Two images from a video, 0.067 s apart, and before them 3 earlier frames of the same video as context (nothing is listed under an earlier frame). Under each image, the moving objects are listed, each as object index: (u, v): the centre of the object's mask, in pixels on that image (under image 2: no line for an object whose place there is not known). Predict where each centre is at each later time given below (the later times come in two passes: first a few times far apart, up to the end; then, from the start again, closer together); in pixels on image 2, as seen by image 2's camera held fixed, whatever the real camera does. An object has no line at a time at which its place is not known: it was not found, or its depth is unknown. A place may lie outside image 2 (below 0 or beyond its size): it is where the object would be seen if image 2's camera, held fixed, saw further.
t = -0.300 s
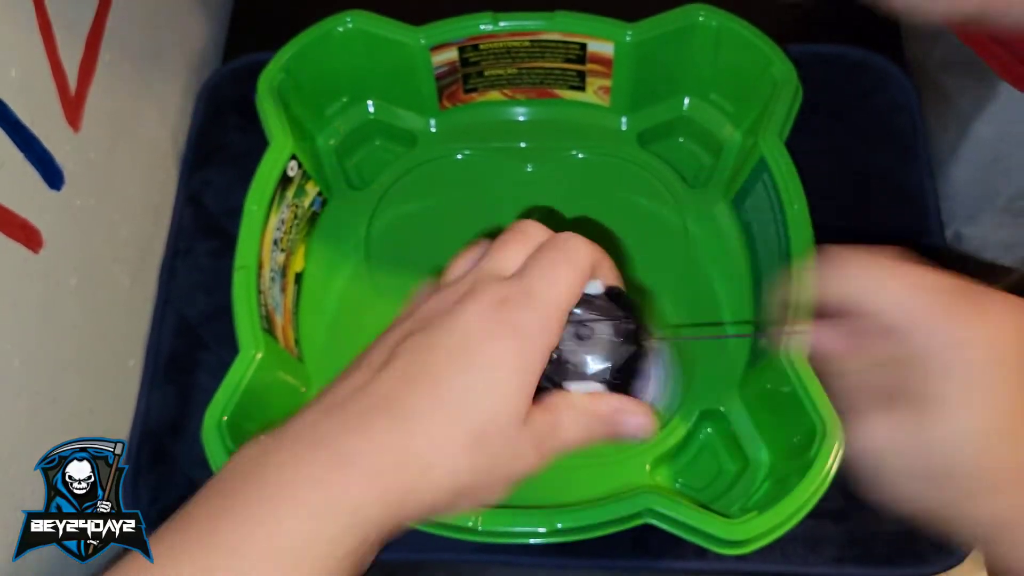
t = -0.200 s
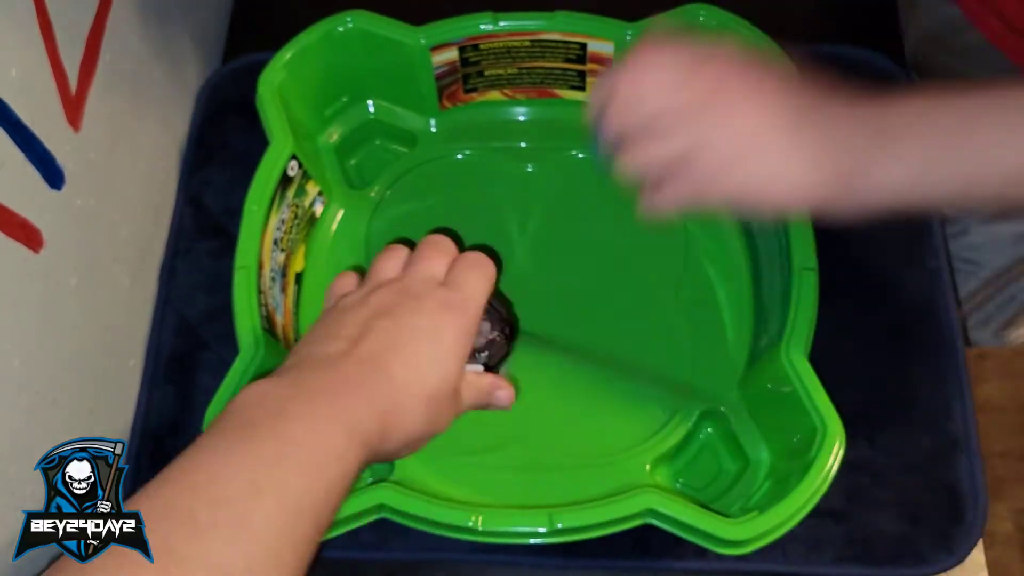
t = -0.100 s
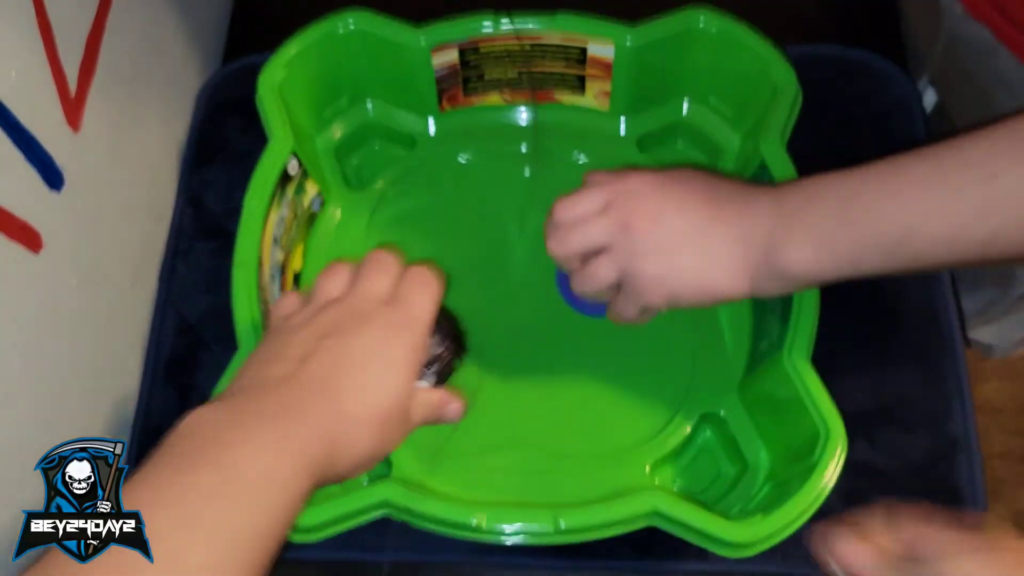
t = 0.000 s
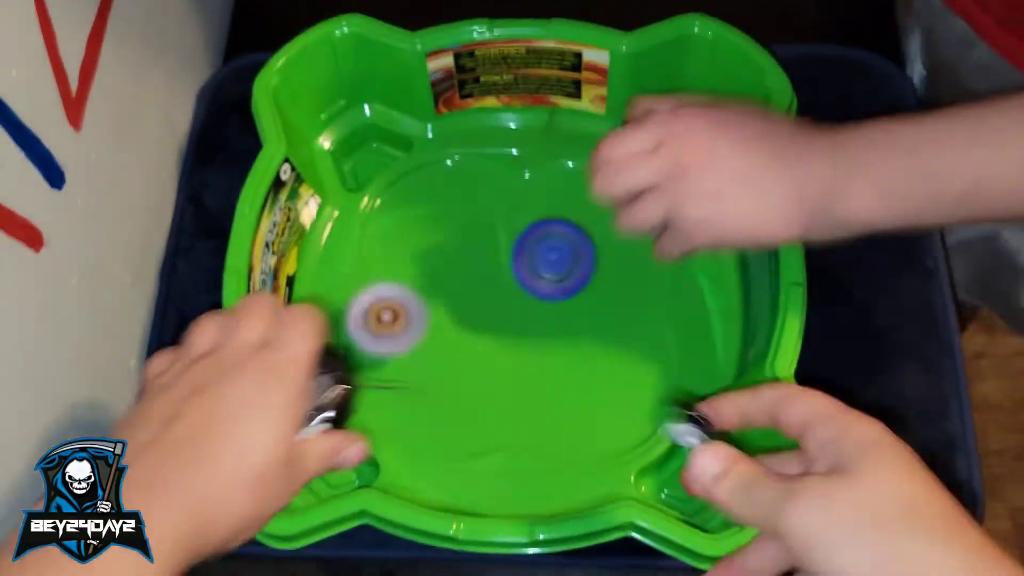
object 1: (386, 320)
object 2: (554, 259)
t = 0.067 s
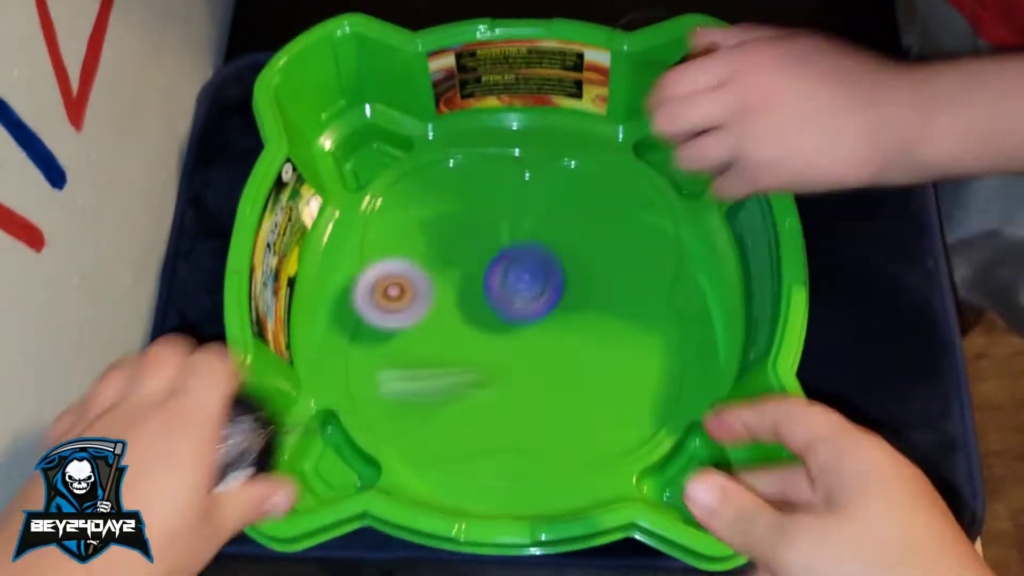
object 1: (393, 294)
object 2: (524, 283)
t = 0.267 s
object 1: (430, 190)
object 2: (546, 303)
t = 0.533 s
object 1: (555, 198)
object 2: (628, 255)
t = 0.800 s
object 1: (530, 210)
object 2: (622, 252)
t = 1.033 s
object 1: (419, 231)
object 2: (650, 181)
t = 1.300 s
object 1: (411, 219)
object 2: (589, 173)
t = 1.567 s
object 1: (444, 231)
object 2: (524, 281)
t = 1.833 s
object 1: (445, 280)
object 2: (593, 376)
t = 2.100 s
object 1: (447, 312)
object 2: (662, 318)
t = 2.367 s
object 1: (441, 344)
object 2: (564, 255)
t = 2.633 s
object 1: (408, 377)
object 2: (501, 342)
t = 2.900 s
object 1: (383, 400)
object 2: (615, 398)
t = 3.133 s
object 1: (430, 381)
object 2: (664, 335)
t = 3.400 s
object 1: (530, 331)
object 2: (521, 245)
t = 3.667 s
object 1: (606, 332)
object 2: (369, 335)
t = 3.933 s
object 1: (635, 357)
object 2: (463, 442)
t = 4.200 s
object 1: (649, 295)
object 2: (542, 365)
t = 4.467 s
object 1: (635, 241)
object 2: (471, 286)
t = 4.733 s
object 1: (618, 181)
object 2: (386, 325)
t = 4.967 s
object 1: (582, 171)
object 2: (400, 373)
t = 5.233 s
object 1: (511, 188)
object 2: (518, 333)
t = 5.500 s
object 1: (422, 208)
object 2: (535, 213)
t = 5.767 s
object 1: (407, 237)
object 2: (467, 160)
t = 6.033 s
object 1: (413, 299)
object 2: (421, 216)
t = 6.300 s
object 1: (415, 414)
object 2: (488, 269)
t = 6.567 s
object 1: (518, 404)
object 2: (573, 258)
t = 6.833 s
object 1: (609, 419)
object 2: (607, 204)
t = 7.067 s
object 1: (648, 376)
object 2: (582, 204)
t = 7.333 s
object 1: (655, 320)
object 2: (529, 277)
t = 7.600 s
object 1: (571, 241)
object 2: (554, 352)
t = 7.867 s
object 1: (471, 184)
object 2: (612, 372)
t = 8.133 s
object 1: (395, 202)
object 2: (598, 326)
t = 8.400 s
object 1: (386, 254)
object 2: (504, 298)
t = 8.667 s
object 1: (417, 279)
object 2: (513, 348)
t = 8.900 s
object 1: (480, 290)
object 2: (561, 320)
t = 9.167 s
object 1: (480, 301)
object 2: (549, 260)
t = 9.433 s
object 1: (440, 349)
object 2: (499, 221)
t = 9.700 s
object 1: (462, 359)
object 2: (455, 275)
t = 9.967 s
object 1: (527, 407)
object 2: (492, 298)
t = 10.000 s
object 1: (536, 409)
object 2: (500, 299)
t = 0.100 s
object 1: (403, 279)
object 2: (511, 283)
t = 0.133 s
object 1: (418, 263)
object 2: (500, 285)
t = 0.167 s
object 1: (430, 251)
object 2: (497, 289)
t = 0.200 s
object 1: (428, 229)
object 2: (510, 295)
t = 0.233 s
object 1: (426, 208)
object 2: (529, 300)
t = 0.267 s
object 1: (430, 190)
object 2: (546, 303)
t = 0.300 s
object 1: (438, 173)
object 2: (562, 303)
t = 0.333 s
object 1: (449, 159)
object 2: (577, 301)
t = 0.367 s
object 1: (463, 150)
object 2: (590, 296)
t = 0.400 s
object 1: (479, 157)
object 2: (601, 290)
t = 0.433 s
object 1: (499, 167)
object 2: (608, 282)
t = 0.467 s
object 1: (519, 177)
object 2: (613, 273)
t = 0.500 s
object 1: (541, 191)
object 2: (617, 262)
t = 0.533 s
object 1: (555, 198)
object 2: (628, 255)
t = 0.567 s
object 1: (550, 193)
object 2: (656, 263)
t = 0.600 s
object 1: (545, 192)
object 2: (677, 266)
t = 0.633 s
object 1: (541, 192)
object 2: (670, 261)
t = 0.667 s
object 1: (537, 194)
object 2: (661, 262)
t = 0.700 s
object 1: (535, 196)
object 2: (652, 264)
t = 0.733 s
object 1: (534, 200)
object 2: (642, 262)
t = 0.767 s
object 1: (532, 205)
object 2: (632, 257)
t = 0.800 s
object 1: (530, 210)
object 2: (622, 252)
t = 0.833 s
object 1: (527, 215)
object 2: (613, 245)
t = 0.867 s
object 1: (524, 221)
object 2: (605, 237)
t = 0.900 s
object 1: (501, 225)
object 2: (615, 228)
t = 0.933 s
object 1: (479, 229)
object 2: (626, 218)
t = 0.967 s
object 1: (458, 231)
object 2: (635, 208)
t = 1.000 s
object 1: (437, 232)
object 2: (643, 195)
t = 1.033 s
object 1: (419, 231)
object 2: (650, 181)
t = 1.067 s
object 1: (401, 228)
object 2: (641, 179)
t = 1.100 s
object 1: (385, 225)
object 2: (630, 178)
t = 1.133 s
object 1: (369, 221)
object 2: (620, 176)
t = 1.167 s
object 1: (374, 220)
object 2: (613, 174)
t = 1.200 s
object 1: (383, 219)
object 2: (608, 171)
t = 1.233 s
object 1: (393, 219)
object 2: (603, 169)
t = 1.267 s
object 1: (403, 219)
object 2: (597, 170)
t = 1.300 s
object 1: (411, 219)
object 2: (589, 173)
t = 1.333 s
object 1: (418, 217)
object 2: (580, 178)
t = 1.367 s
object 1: (425, 217)
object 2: (571, 186)
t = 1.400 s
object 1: (430, 218)
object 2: (560, 196)
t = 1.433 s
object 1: (435, 219)
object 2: (549, 208)
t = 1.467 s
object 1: (438, 221)
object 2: (540, 224)
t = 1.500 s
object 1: (441, 224)
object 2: (531, 241)
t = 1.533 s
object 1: (443, 227)
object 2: (526, 261)
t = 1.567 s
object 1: (444, 231)
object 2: (524, 281)
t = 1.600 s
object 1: (444, 236)
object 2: (524, 301)
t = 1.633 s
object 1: (445, 241)
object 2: (528, 319)
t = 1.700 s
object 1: (445, 253)
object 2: (541, 348)
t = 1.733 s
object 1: (444, 261)
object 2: (551, 359)
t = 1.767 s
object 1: (444, 268)
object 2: (563, 368)
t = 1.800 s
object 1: (445, 274)
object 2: (577, 373)
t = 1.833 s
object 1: (445, 280)
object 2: (593, 376)
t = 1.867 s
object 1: (446, 285)
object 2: (610, 377)
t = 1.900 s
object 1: (446, 290)
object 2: (630, 376)
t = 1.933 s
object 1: (447, 294)
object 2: (651, 372)
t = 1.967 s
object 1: (448, 298)
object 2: (671, 368)
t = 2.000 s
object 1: (448, 301)
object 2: (677, 356)
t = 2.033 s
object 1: (448, 305)
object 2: (673, 347)
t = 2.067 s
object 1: (447, 308)
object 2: (668, 333)
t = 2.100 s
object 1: (447, 312)
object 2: (662, 318)
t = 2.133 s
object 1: (448, 316)
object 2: (656, 302)
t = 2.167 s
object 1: (448, 320)
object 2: (650, 285)
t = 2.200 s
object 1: (447, 325)
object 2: (644, 270)
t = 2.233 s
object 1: (446, 328)
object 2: (635, 260)
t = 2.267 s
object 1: (445, 333)
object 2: (621, 254)
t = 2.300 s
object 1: (443, 338)
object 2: (604, 251)
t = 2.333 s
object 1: (442, 340)
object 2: (585, 251)
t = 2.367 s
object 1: (441, 344)
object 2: (564, 255)
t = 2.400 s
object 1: (440, 346)
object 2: (544, 261)
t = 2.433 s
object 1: (440, 347)
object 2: (525, 270)
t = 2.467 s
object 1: (441, 348)
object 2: (507, 283)
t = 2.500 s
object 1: (442, 348)
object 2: (494, 297)
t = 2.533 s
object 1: (435, 355)
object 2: (492, 307)
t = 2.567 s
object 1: (425, 364)
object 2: (492, 318)
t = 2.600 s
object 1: (416, 370)
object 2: (496, 329)
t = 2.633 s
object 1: (408, 377)
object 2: (501, 342)
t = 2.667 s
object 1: (400, 383)
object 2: (509, 354)
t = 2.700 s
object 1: (394, 388)
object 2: (519, 366)
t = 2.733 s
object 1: (388, 392)
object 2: (532, 377)
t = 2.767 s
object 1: (385, 396)
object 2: (548, 386)
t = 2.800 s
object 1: (382, 399)
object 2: (564, 393)
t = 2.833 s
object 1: (382, 400)
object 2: (582, 397)
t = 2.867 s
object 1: (382, 400)
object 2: (599, 399)
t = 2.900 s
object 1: (383, 400)
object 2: (615, 398)
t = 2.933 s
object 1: (386, 399)
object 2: (631, 395)
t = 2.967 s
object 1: (391, 398)
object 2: (644, 389)
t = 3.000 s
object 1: (397, 396)
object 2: (654, 382)
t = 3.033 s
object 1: (403, 395)
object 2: (661, 373)
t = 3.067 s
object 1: (411, 391)
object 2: (666, 362)
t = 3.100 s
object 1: (420, 387)
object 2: (667, 349)
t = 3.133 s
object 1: (430, 381)
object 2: (664, 335)
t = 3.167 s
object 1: (441, 375)
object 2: (657, 319)
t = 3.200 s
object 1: (451, 368)
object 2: (647, 303)
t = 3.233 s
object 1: (463, 360)
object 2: (633, 288)
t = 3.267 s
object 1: (475, 353)
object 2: (616, 274)
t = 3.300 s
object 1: (489, 346)
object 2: (597, 262)
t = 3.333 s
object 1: (502, 340)
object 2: (574, 253)
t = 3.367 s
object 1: (516, 334)
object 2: (548, 247)
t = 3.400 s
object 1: (530, 331)
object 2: (521, 245)
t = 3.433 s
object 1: (543, 327)
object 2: (494, 246)
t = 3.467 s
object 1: (555, 325)
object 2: (468, 251)
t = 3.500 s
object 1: (565, 324)
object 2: (445, 259)
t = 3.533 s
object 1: (576, 323)
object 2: (424, 270)
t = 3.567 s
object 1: (585, 324)
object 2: (405, 283)
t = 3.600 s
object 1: (593, 326)
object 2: (390, 299)
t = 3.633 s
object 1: (600, 329)
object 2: (378, 316)
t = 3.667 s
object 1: (606, 332)
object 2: (369, 335)
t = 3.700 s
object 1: (611, 335)
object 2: (363, 354)
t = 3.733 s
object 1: (616, 338)
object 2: (361, 374)
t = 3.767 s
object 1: (621, 343)
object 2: (362, 396)
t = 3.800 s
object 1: (626, 347)
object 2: (374, 413)
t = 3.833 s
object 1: (631, 350)
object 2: (396, 424)
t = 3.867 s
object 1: (633, 353)
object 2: (417, 435)
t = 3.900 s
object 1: (635, 355)
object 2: (439, 443)
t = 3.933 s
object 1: (635, 357)
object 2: (463, 442)
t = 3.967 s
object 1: (632, 358)
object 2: (489, 432)
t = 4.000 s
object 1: (626, 358)
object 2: (514, 421)
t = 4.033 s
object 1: (619, 356)
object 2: (536, 410)
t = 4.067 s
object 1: (620, 346)
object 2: (542, 404)
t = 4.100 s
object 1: (630, 331)
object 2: (541, 398)
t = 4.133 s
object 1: (637, 318)
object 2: (541, 390)
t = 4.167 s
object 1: (643, 306)
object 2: (542, 378)
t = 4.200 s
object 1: (649, 295)
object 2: (542, 365)
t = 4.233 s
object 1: (653, 286)
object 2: (540, 351)
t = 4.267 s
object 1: (654, 278)
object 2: (537, 338)
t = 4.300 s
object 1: (650, 272)
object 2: (531, 325)
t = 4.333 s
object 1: (647, 267)
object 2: (522, 314)
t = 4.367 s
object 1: (643, 262)
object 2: (510, 304)
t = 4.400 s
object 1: (640, 256)
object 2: (498, 296)
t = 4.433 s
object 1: (638, 249)
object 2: (484, 290)
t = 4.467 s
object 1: (635, 241)
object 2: (471, 286)
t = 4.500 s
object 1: (633, 234)
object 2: (457, 285)
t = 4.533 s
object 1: (632, 226)
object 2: (444, 286)
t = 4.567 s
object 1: (630, 217)
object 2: (431, 290)
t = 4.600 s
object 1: (628, 209)
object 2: (419, 296)
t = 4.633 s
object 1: (626, 201)
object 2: (407, 302)
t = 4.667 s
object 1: (623, 193)
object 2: (398, 309)
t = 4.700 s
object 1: (621, 186)
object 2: (392, 316)
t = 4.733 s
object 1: (618, 181)
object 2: (386, 325)
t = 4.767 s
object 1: (616, 177)
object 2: (381, 334)
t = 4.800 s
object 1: (612, 175)
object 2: (378, 342)
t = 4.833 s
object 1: (609, 173)
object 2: (378, 350)
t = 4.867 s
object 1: (604, 172)
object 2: (380, 358)
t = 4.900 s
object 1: (597, 171)
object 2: (384, 364)
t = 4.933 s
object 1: (590, 171)
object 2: (391, 369)
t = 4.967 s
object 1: (582, 171)
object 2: (400, 373)
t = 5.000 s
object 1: (574, 171)
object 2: (411, 375)
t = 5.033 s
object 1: (565, 172)
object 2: (424, 375)
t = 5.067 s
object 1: (556, 174)
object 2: (439, 374)
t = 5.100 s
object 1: (546, 176)
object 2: (456, 371)
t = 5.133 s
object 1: (537, 179)
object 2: (472, 366)
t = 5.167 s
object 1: (528, 182)
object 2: (487, 358)
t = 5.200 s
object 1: (519, 185)
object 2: (504, 346)
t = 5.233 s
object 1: (511, 188)
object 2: (518, 333)
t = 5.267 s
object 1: (504, 190)
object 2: (530, 318)
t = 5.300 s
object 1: (495, 192)
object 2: (538, 301)
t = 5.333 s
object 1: (485, 195)
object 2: (543, 284)
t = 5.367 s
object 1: (476, 198)
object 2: (544, 267)
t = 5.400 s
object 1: (467, 203)
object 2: (541, 250)
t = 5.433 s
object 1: (458, 206)
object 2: (535, 234)
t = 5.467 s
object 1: (441, 207)
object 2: (536, 223)
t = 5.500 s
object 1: (422, 208)
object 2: (535, 213)
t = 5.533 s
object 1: (406, 207)
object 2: (531, 205)
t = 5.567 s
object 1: (390, 206)
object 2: (525, 196)
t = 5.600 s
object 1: (377, 206)
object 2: (517, 187)
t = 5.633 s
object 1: (383, 212)
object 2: (508, 179)
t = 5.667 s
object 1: (390, 218)
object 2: (499, 172)
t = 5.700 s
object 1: (397, 224)
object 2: (490, 167)
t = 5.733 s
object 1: (403, 231)
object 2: (478, 163)
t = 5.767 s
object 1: (407, 237)
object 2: (467, 160)
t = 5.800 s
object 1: (411, 244)
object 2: (456, 160)
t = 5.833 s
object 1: (412, 251)
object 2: (445, 162)
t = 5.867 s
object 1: (414, 259)
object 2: (435, 166)
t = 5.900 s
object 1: (414, 267)
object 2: (428, 173)
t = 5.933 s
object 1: (414, 275)
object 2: (424, 182)
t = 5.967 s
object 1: (413, 283)
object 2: (421, 192)
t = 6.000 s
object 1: (413, 291)
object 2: (421, 204)
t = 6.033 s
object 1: (413, 299)
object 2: (421, 216)
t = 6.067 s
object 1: (412, 306)
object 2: (424, 230)
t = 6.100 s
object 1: (411, 315)
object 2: (428, 243)
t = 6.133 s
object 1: (406, 340)
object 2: (436, 242)
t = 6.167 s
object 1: (404, 364)
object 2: (447, 244)
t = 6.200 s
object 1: (402, 384)
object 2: (456, 249)
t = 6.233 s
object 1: (397, 403)
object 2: (465, 256)
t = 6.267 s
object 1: (401, 414)
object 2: (476, 262)
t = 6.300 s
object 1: (415, 414)
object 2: (488, 269)
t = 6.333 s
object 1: (427, 412)
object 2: (500, 274)
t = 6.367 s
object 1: (441, 410)
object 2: (513, 278)
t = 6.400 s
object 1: (453, 408)
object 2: (526, 279)
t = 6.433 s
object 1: (467, 405)
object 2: (537, 278)
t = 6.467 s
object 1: (480, 404)
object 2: (547, 274)
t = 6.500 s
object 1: (493, 403)
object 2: (557, 270)
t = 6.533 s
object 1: (506, 403)
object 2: (566, 264)
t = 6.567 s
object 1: (518, 404)
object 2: (573, 258)
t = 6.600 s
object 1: (530, 406)
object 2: (580, 251)
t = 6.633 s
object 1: (541, 407)
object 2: (586, 244)
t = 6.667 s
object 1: (553, 410)
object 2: (591, 237)
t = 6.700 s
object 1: (565, 413)
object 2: (595, 230)
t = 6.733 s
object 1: (578, 415)
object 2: (599, 223)
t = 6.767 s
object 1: (588, 416)
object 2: (603, 217)
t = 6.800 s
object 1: (599, 418)
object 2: (605, 210)
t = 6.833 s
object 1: (609, 419)
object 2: (607, 204)
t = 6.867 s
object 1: (619, 418)
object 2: (607, 200)
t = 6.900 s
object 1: (624, 410)
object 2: (607, 197)
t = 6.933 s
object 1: (630, 402)
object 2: (604, 195)
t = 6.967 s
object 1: (635, 394)
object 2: (600, 195)
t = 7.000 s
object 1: (640, 388)
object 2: (595, 196)
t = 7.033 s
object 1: (644, 381)
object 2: (589, 200)
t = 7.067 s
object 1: (648, 376)
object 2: (582, 204)
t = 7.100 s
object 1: (652, 370)
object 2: (574, 210)
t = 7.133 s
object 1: (655, 365)
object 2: (567, 216)
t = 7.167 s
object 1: (658, 359)
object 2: (560, 224)
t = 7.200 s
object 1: (658, 354)
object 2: (553, 233)
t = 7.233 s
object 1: (659, 348)
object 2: (545, 243)
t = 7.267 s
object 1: (658, 340)
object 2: (539, 254)
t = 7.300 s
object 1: (658, 332)
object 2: (534, 266)
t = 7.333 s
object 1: (655, 320)
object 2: (529, 277)
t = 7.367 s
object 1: (649, 311)
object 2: (527, 289)
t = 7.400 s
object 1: (642, 301)
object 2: (526, 301)
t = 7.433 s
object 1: (630, 290)
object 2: (527, 312)
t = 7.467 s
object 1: (619, 279)
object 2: (530, 322)
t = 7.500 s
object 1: (607, 268)
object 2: (535, 331)
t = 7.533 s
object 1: (595, 259)
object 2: (541, 339)
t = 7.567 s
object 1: (584, 250)
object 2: (547, 346)
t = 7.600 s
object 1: (571, 241)
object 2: (554, 352)
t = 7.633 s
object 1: (559, 232)
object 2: (562, 357)
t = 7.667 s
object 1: (547, 224)
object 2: (569, 361)
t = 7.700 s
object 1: (534, 216)
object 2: (577, 365)
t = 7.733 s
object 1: (522, 209)
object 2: (584, 368)
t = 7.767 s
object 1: (509, 202)
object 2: (591, 370)
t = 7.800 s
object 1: (497, 196)
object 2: (599, 372)
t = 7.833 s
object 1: (485, 190)
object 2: (606, 373)
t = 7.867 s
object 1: (471, 184)
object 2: (612, 372)
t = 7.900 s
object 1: (458, 180)
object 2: (617, 370)
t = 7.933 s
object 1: (446, 176)
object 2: (621, 366)
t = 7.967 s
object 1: (431, 173)
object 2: (621, 361)
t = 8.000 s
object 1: (418, 172)
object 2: (621, 355)
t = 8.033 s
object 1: (409, 175)
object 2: (617, 348)
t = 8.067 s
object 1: (403, 186)
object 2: (612, 341)
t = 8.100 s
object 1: (400, 195)
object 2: (606, 334)
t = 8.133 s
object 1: (395, 202)
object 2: (598, 326)
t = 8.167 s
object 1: (391, 210)
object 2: (589, 320)
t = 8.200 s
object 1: (389, 218)
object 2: (578, 313)
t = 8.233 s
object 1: (388, 224)
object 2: (566, 307)
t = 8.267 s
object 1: (387, 231)
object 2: (555, 303)
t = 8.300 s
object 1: (387, 238)
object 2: (542, 299)
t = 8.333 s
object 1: (388, 242)
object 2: (529, 298)
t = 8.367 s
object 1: (387, 246)
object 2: (516, 297)
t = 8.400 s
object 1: (386, 254)
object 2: (504, 298)
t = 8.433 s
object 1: (387, 261)
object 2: (493, 301)
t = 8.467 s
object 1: (389, 267)
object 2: (482, 305)
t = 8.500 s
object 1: (392, 276)
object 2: (472, 309)
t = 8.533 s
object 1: (381, 279)
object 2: (480, 319)
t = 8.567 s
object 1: (382, 281)
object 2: (492, 331)
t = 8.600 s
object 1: (393, 280)
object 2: (500, 340)
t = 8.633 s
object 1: (404, 279)
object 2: (507, 345)
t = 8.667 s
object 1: (417, 279)
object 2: (513, 348)
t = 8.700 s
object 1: (429, 282)
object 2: (521, 348)
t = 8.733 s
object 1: (443, 283)
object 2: (529, 346)
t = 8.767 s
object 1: (454, 286)
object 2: (535, 342)
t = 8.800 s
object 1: (466, 290)
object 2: (540, 335)
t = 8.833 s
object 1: (472, 291)
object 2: (548, 330)
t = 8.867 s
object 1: (474, 290)
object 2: (557, 326)
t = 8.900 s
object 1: (480, 290)
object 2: (561, 320)
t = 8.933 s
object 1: (482, 292)
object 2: (564, 312)
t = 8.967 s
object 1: (476, 291)
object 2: (574, 305)
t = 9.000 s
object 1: (470, 293)
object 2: (577, 297)
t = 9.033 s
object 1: (470, 296)
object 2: (576, 288)
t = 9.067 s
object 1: (470, 298)
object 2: (572, 281)
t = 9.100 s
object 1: (473, 299)
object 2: (565, 273)
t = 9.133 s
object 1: (477, 300)
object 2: (558, 266)
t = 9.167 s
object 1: (480, 301)
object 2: (549, 260)
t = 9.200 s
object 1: (478, 308)
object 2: (546, 251)
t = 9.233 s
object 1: (468, 319)
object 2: (545, 240)
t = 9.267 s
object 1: (461, 326)
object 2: (541, 233)
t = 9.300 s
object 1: (454, 332)
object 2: (535, 227)
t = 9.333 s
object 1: (448, 338)
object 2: (526, 224)
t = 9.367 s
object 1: (444, 343)
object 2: (518, 221)
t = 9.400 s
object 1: (442, 346)
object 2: (509, 220)
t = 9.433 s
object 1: (440, 349)
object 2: (499, 221)
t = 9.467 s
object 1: (439, 352)
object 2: (491, 222)
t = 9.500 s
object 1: (439, 354)
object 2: (482, 227)
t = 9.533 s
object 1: (440, 356)
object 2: (474, 232)
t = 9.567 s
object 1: (443, 358)
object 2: (468, 238)
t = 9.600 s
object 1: (446, 359)
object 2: (463, 247)
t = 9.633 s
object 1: (450, 359)
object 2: (459, 255)
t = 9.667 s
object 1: (456, 359)
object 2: (456, 265)
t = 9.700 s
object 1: (462, 359)
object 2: (455, 275)
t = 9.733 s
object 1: (468, 357)
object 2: (456, 285)
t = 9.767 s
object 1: (478, 364)
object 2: (458, 287)
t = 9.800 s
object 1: (487, 377)
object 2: (461, 284)
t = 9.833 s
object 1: (495, 386)
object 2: (466, 284)
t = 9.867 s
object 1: (503, 393)
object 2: (471, 288)
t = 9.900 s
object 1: (510, 398)
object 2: (476, 292)
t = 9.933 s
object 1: (518, 403)
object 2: (483, 296)
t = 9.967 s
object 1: (527, 407)
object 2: (492, 298)
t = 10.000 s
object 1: (536, 409)
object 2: (500, 299)
